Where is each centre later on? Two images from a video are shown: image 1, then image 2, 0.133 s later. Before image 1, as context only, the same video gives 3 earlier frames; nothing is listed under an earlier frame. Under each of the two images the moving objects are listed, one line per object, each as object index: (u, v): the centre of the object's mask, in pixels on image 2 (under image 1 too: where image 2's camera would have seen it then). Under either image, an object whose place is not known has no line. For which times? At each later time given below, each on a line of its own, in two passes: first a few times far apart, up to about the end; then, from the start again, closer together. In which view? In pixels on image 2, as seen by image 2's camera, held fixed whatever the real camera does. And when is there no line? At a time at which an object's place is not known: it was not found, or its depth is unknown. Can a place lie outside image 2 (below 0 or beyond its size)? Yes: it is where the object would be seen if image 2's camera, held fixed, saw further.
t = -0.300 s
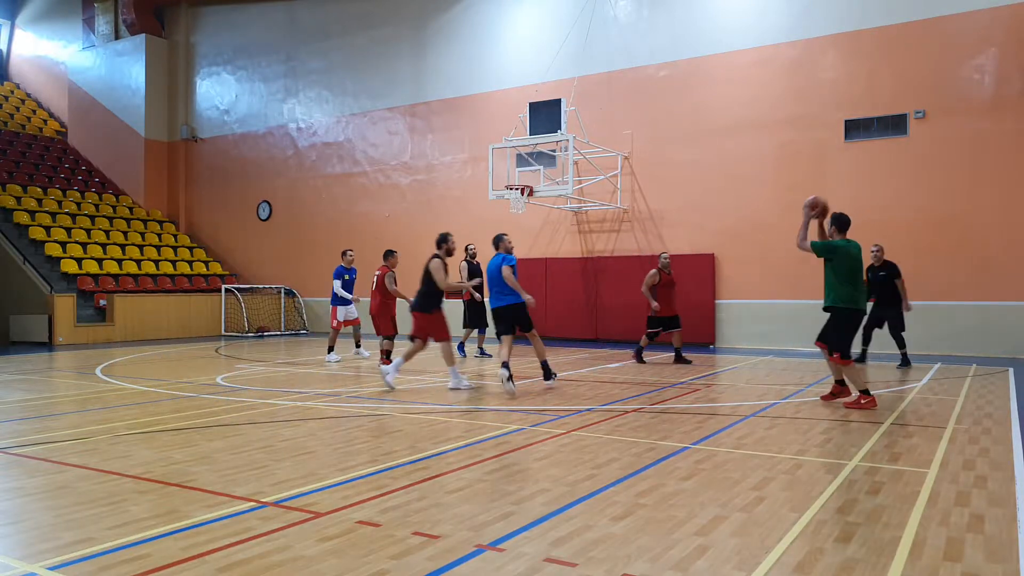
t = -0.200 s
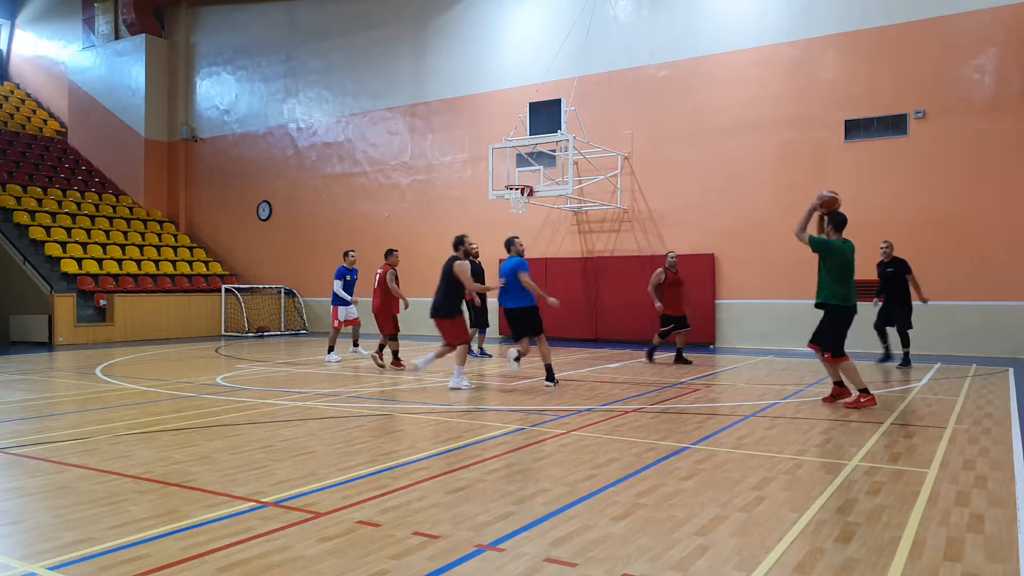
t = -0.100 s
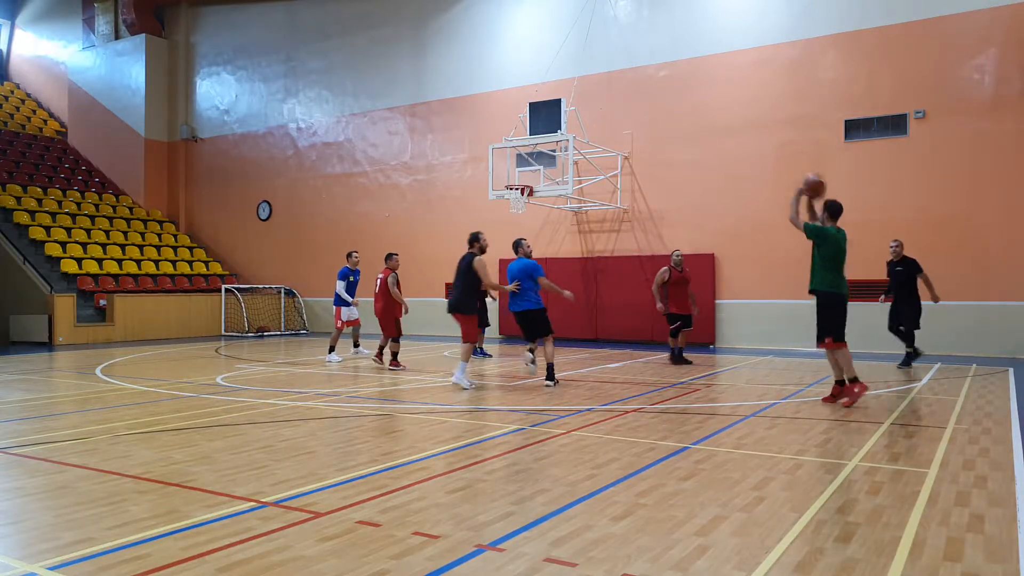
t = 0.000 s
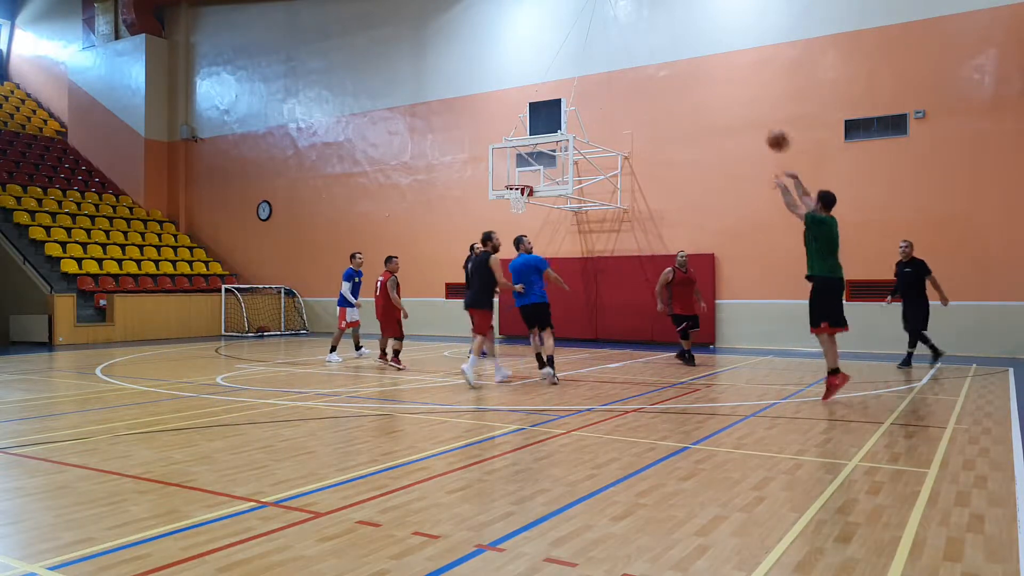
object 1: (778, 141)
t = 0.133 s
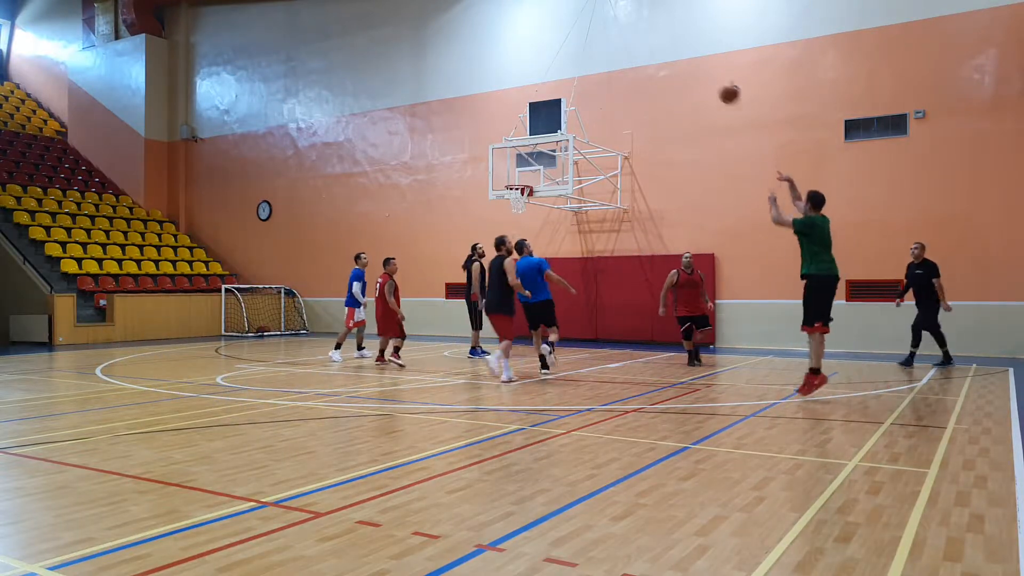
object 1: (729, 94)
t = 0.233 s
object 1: (698, 73)
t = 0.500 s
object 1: (629, 60)
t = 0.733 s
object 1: (582, 86)
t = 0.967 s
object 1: (543, 138)
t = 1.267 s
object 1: (517, 160)
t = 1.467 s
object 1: (510, 153)
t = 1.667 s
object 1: (504, 167)
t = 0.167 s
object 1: (718, 85)
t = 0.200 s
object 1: (708, 78)
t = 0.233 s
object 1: (698, 73)
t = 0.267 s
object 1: (689, 68)
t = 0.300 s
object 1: (679, 64)
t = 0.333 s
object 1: (670, 61)
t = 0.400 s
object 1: (653, 58)
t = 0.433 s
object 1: (644, 58)
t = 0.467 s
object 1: (637, 59)
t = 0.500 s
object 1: (629, 60)
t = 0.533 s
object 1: (622, 62)
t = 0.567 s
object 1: (614, 64)
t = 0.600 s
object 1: (607, 67)
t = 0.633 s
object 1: (601, 71)
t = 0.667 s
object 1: (594, 76)
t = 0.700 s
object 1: (587, 81)
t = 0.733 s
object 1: (582, 86)
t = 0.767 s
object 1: (575, 92)
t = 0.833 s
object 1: (564, 105)
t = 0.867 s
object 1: (559, 112)
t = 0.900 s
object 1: (554, 120)
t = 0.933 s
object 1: (549, 128)
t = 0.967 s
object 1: (543, 138)
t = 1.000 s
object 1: (538, 149)
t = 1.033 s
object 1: (533, 159)
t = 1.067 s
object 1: (528, 167)
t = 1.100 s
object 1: (523, 178)
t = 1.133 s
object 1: (521, 177)
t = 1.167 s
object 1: (521, 171)
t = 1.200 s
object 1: (519, 167)
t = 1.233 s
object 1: (517, 163)
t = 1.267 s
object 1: (517, 160)
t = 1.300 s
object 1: (515, 157)
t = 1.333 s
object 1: (513, 155)
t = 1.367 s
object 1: (514, 154)
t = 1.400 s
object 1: (512, 153)
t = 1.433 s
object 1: (511, 153)
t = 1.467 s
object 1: (510, 153)
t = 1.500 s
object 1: (509, 154)
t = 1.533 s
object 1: (508, 155)
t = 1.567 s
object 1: (507, 158)
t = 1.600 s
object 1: (506, 160)
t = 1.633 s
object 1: (505, 163)
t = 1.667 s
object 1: (504, 167)
